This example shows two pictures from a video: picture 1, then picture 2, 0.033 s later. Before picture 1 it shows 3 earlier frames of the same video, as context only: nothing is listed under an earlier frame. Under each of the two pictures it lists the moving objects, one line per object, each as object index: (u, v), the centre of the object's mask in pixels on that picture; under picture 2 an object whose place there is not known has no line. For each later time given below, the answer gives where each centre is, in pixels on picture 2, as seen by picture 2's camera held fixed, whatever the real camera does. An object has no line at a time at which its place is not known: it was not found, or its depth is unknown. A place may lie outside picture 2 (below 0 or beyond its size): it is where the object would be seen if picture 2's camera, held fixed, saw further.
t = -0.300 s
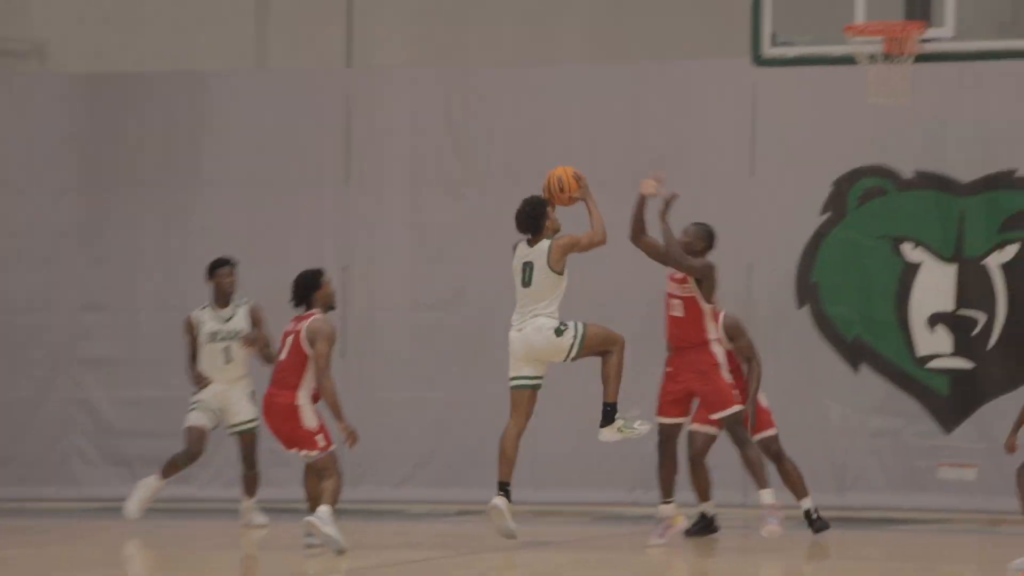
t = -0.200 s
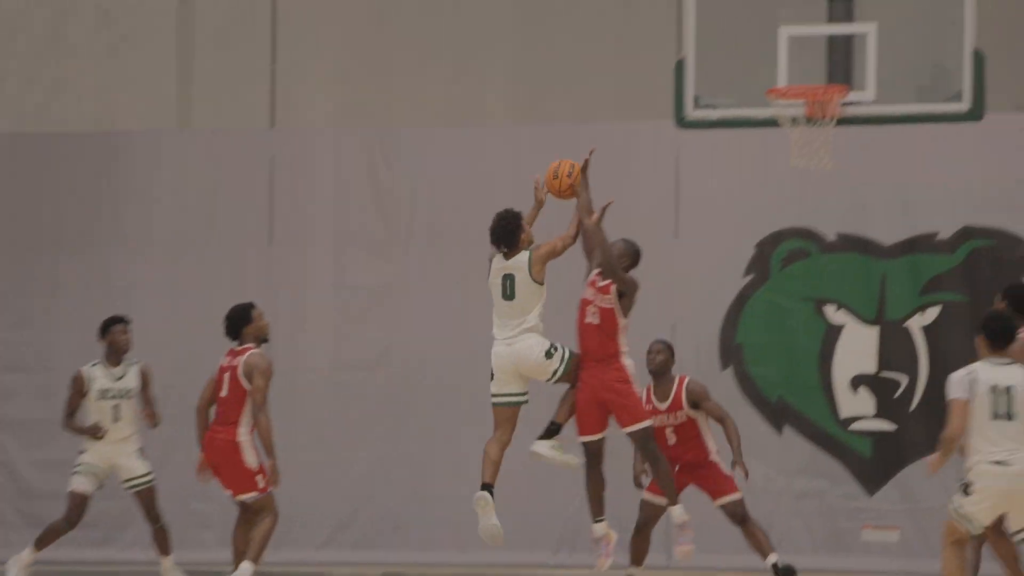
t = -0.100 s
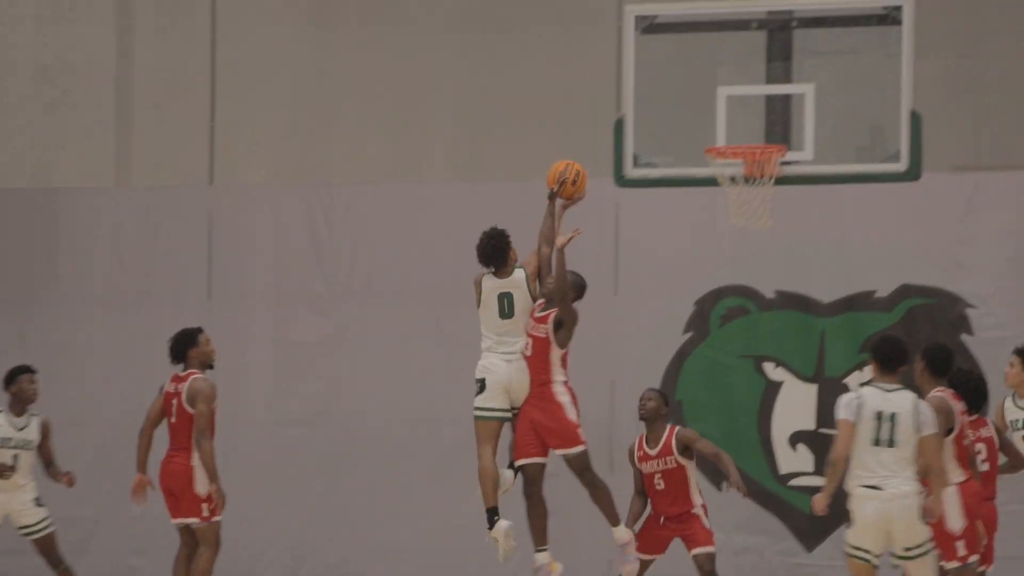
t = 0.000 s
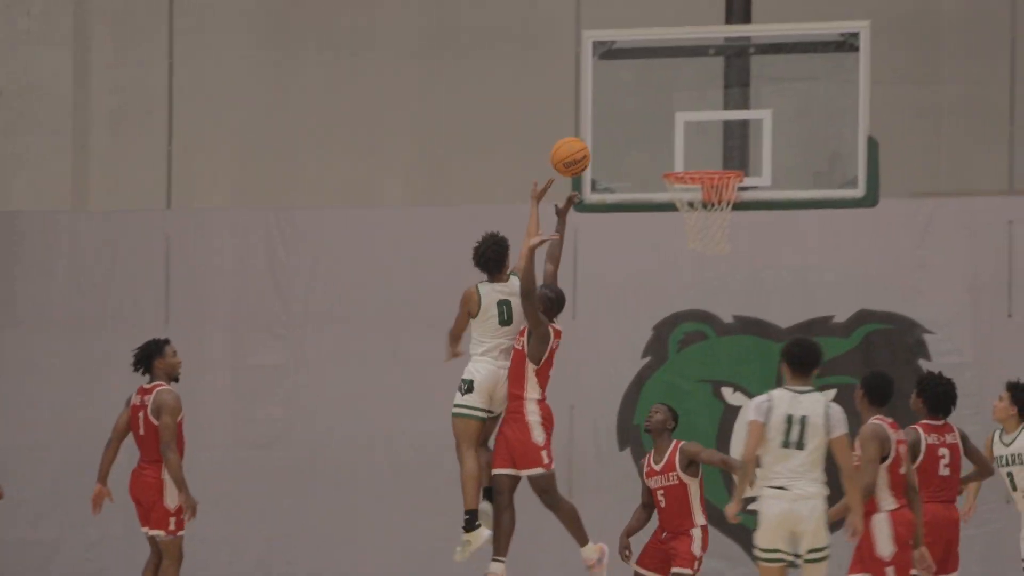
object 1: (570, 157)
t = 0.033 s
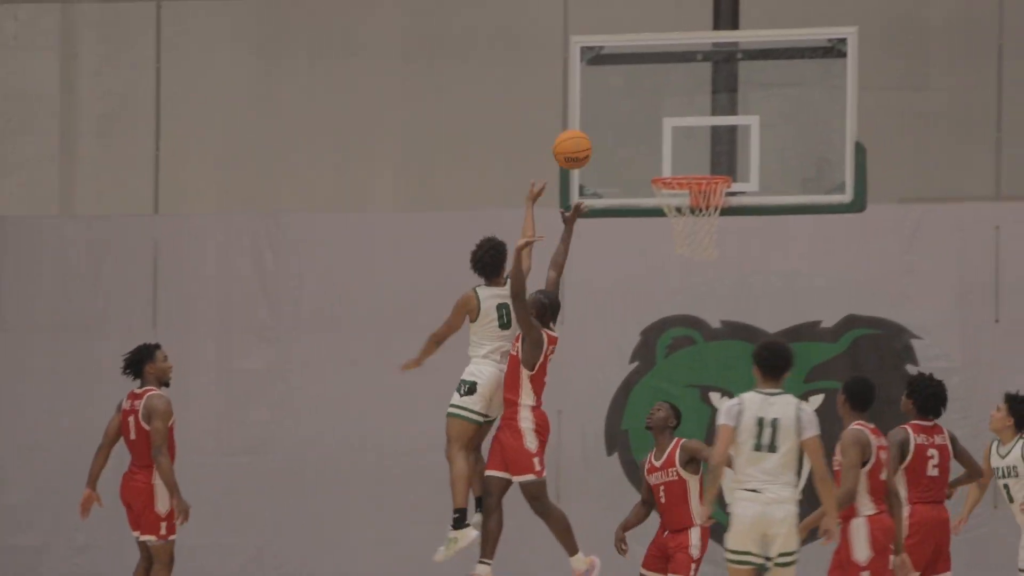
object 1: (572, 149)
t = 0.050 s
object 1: (580, 144)
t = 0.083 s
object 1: (595, 134)
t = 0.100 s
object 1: (602, 129)
